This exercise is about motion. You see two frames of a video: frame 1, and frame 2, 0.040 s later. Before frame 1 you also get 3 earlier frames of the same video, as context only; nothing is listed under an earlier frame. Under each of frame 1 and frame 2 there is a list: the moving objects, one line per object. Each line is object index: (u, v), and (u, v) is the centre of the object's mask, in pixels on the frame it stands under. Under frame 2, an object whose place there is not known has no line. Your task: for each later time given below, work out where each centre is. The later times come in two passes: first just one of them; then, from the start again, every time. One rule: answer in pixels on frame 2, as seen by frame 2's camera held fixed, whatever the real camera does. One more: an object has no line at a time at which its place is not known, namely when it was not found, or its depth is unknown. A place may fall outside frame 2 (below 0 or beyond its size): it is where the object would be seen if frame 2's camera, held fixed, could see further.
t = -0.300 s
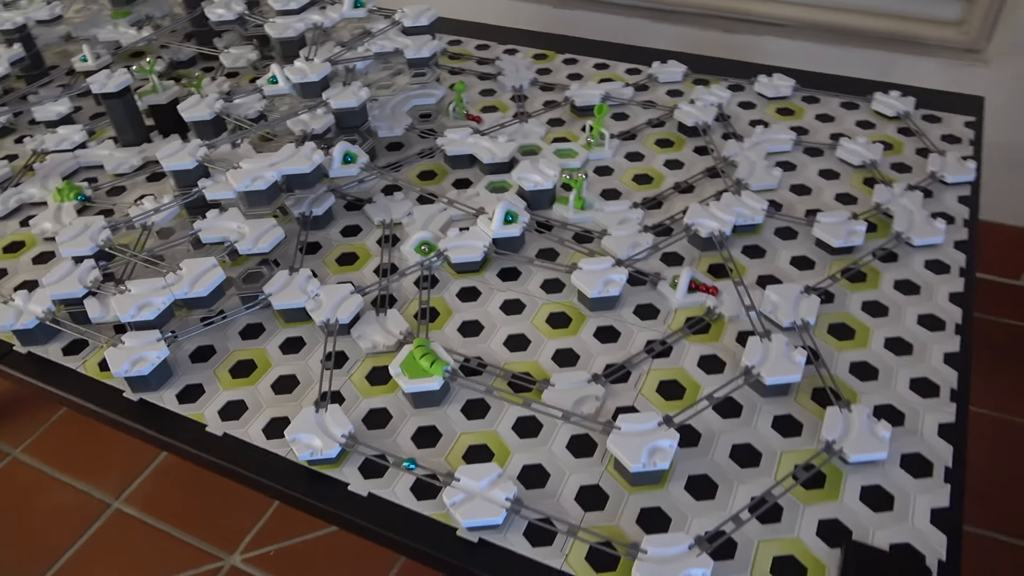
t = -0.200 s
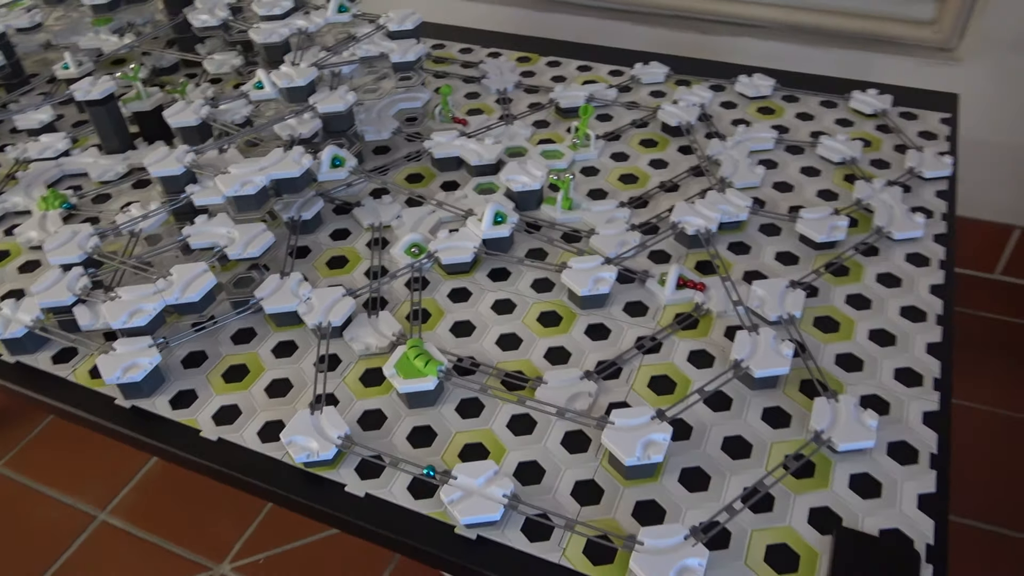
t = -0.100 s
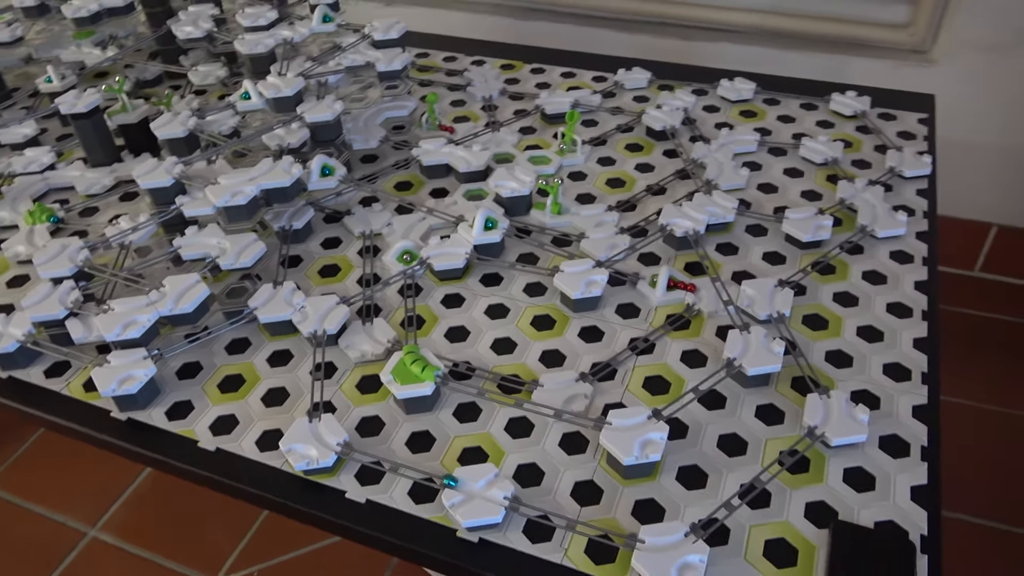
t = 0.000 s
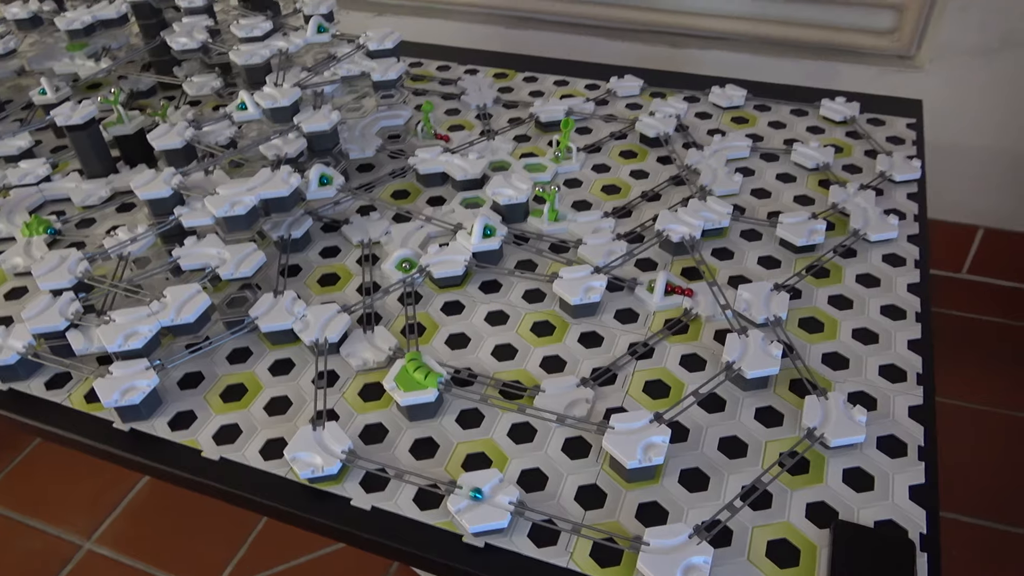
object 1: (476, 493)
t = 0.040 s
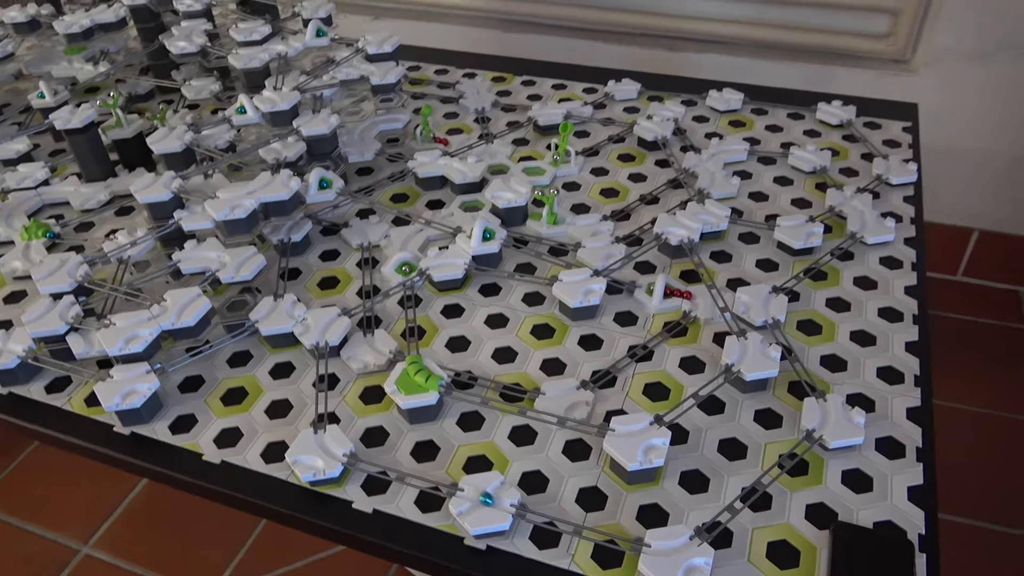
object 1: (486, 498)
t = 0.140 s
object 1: (509, 506)
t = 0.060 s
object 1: (490, 499)
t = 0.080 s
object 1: (495, 501)
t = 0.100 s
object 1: (499, 503)
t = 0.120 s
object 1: (505, 505)
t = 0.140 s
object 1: (509, 506)
